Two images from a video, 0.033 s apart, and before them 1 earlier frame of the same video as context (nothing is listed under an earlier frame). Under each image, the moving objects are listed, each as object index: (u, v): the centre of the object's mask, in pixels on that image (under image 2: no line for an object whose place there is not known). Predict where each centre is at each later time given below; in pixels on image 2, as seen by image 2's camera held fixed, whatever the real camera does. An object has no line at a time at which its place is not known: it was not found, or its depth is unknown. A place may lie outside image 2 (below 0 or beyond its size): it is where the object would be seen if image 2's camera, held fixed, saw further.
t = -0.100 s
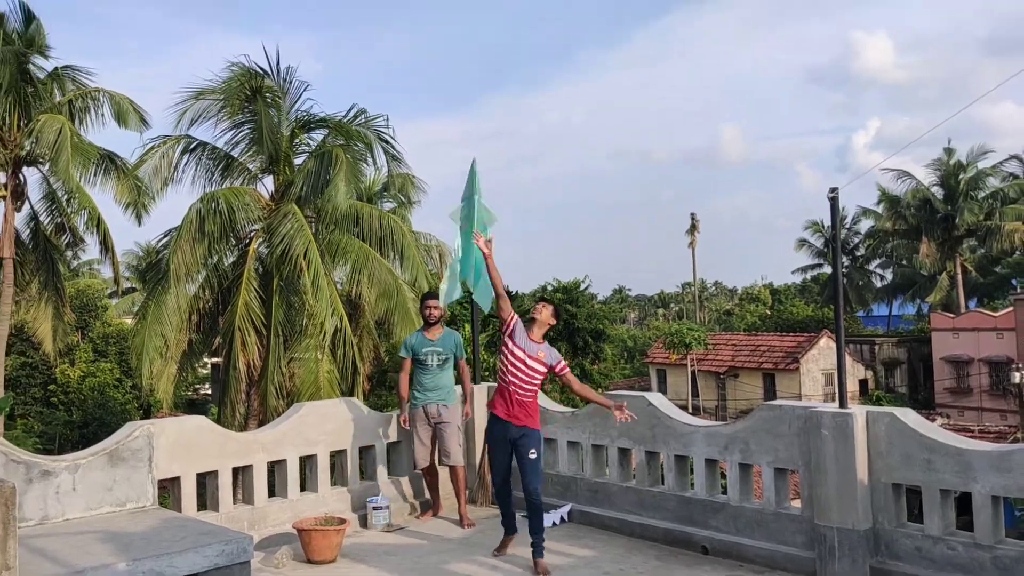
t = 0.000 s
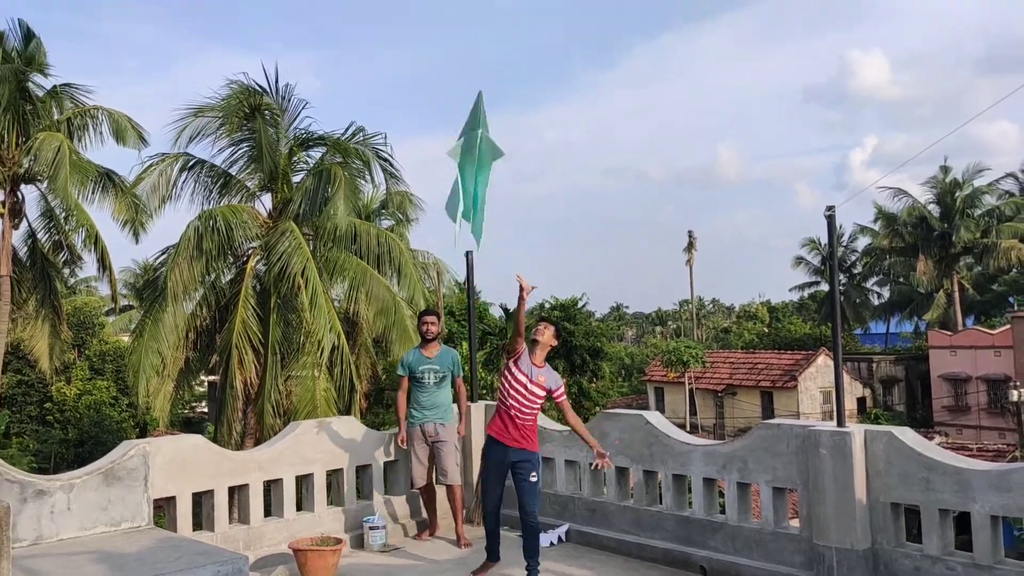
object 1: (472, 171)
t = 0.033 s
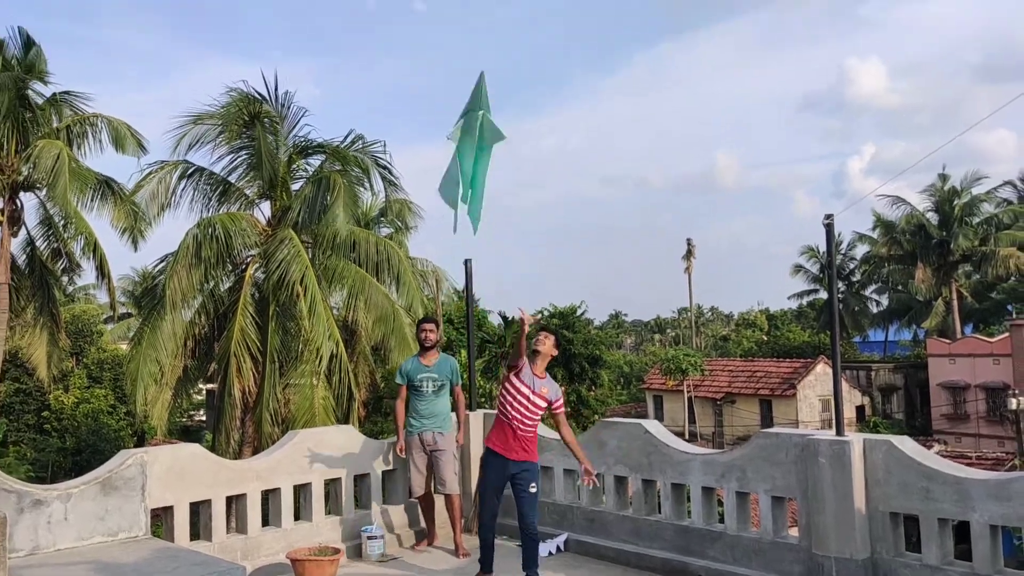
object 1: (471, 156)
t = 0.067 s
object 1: (470, 132)
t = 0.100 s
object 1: (470, 106)
